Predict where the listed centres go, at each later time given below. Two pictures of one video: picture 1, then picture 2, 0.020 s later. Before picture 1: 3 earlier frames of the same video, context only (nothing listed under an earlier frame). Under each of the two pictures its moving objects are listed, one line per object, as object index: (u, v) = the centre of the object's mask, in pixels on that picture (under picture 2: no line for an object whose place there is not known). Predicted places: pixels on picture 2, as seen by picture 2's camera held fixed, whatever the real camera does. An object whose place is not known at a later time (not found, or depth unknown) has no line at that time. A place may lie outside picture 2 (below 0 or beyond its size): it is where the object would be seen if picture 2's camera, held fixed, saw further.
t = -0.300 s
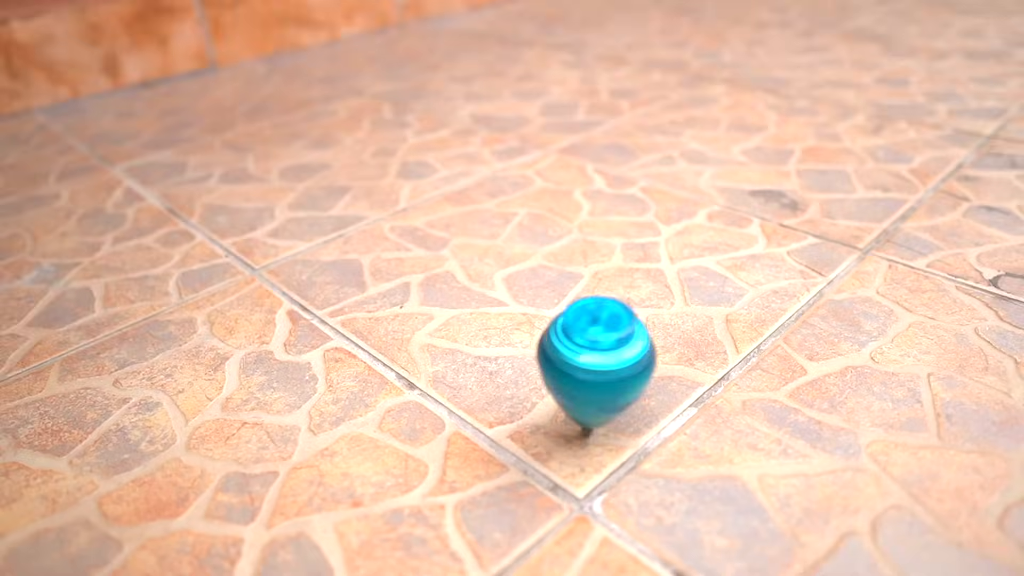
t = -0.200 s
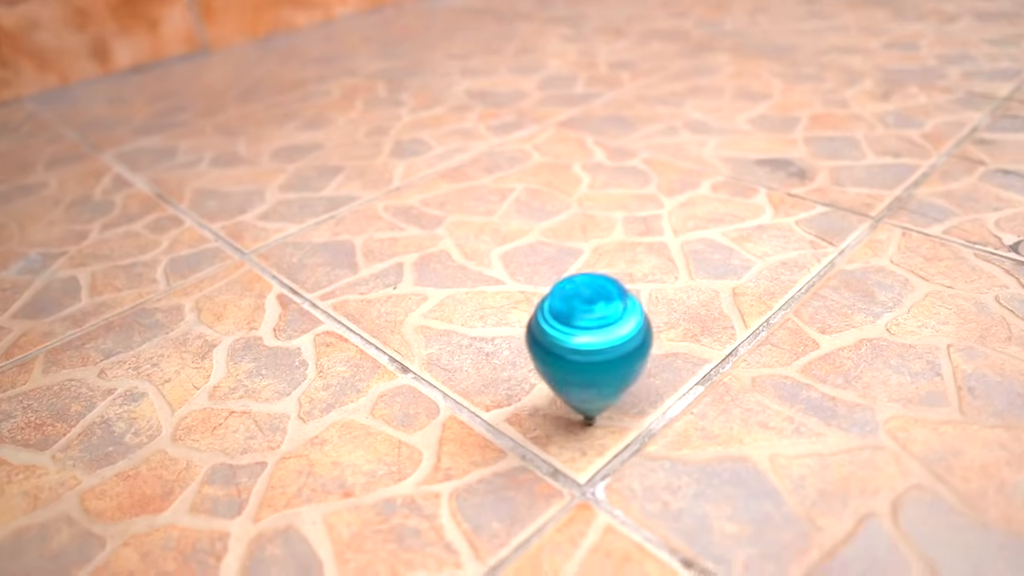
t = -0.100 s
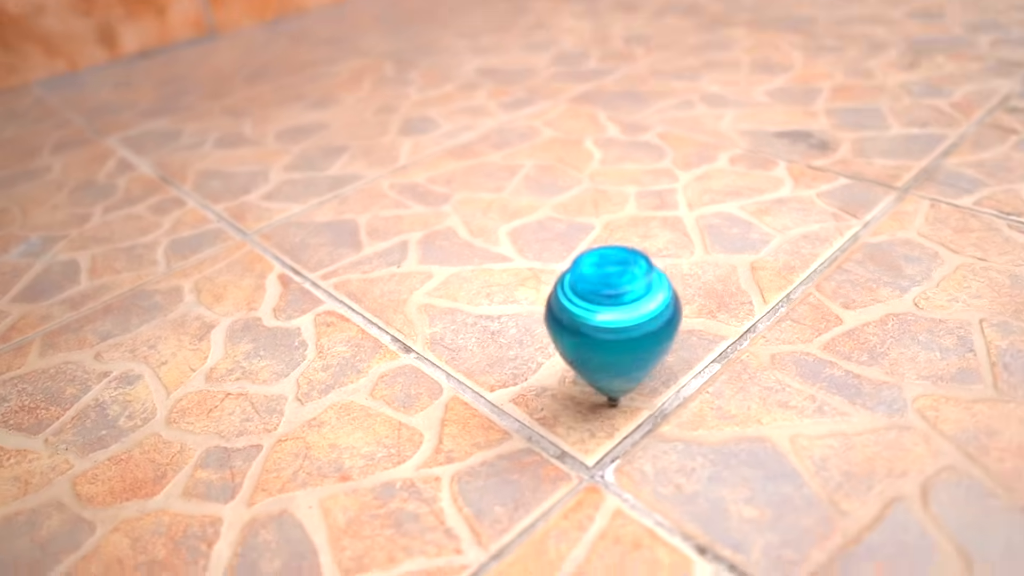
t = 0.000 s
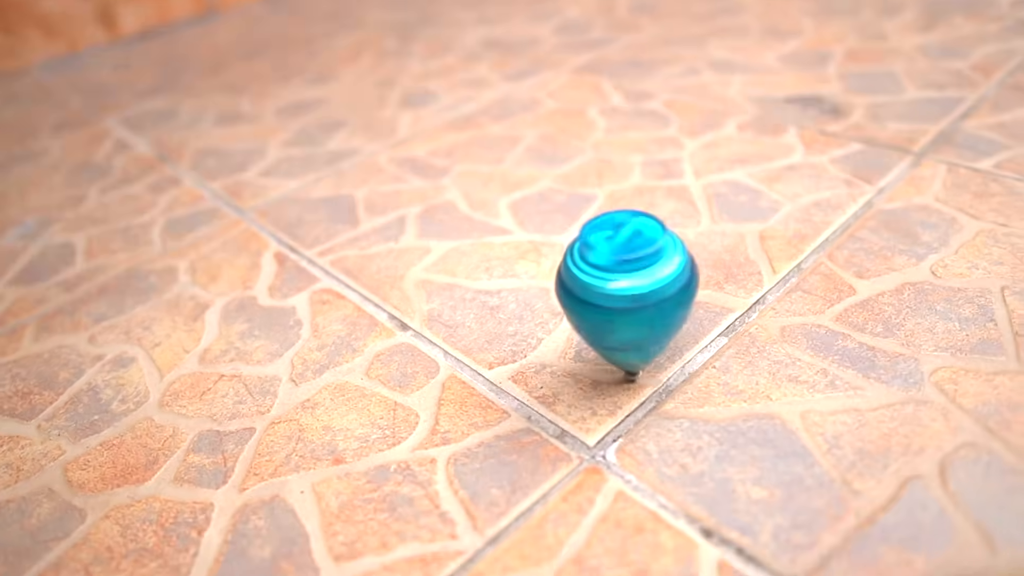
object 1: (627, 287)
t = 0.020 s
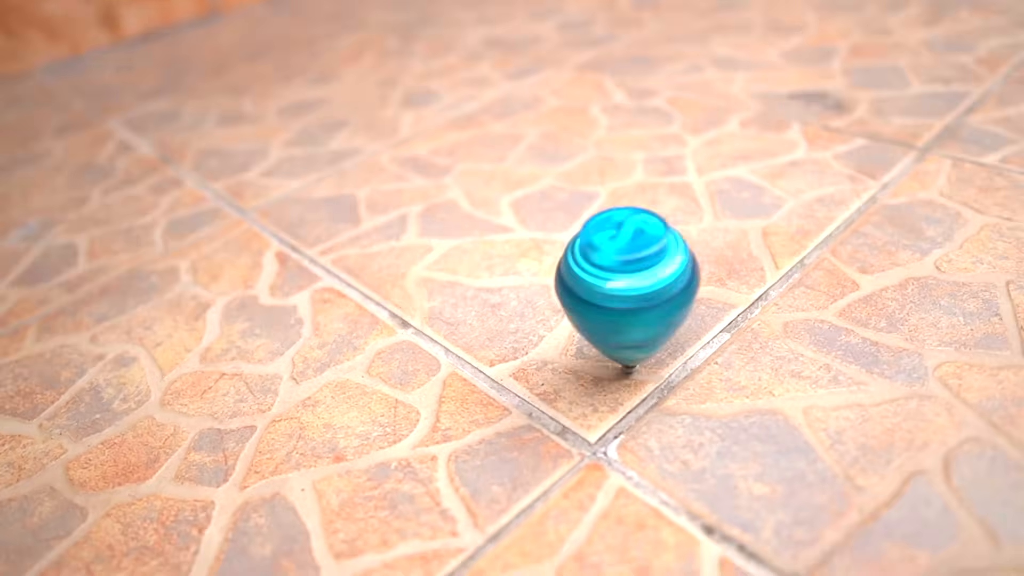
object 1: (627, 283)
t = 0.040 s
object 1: (621, 285)
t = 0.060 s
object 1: (616, 288)
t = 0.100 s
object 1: (617, 286)
